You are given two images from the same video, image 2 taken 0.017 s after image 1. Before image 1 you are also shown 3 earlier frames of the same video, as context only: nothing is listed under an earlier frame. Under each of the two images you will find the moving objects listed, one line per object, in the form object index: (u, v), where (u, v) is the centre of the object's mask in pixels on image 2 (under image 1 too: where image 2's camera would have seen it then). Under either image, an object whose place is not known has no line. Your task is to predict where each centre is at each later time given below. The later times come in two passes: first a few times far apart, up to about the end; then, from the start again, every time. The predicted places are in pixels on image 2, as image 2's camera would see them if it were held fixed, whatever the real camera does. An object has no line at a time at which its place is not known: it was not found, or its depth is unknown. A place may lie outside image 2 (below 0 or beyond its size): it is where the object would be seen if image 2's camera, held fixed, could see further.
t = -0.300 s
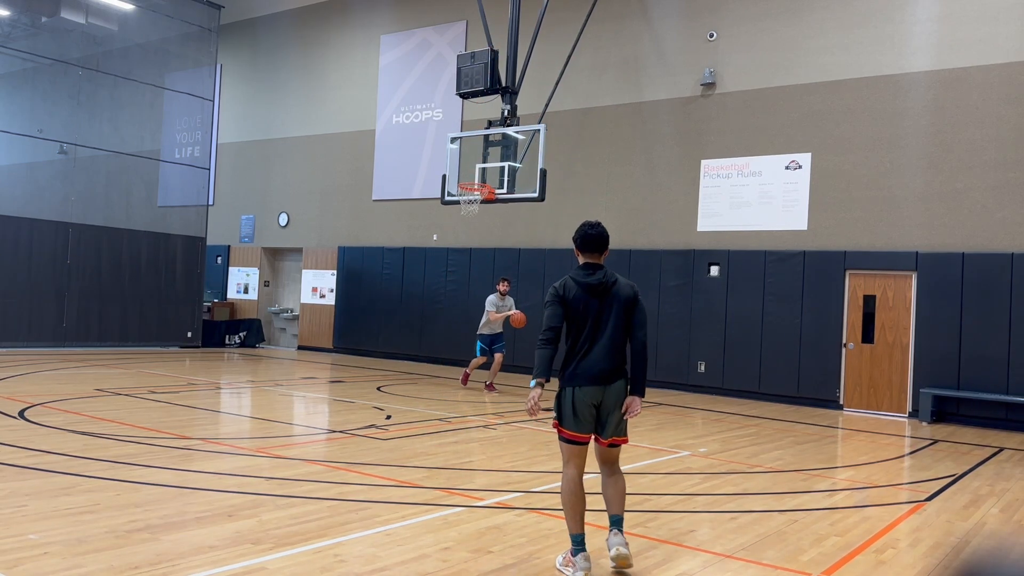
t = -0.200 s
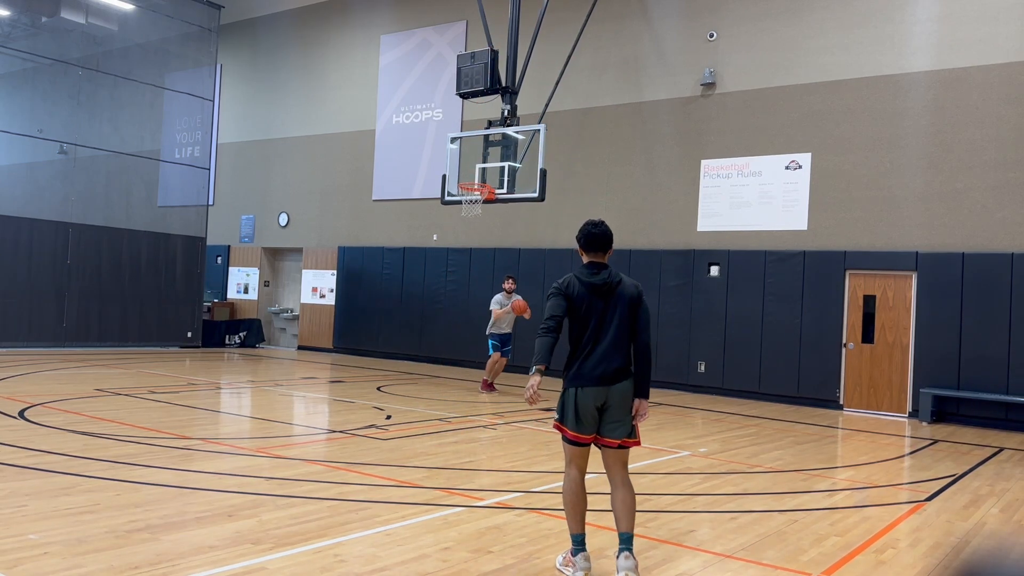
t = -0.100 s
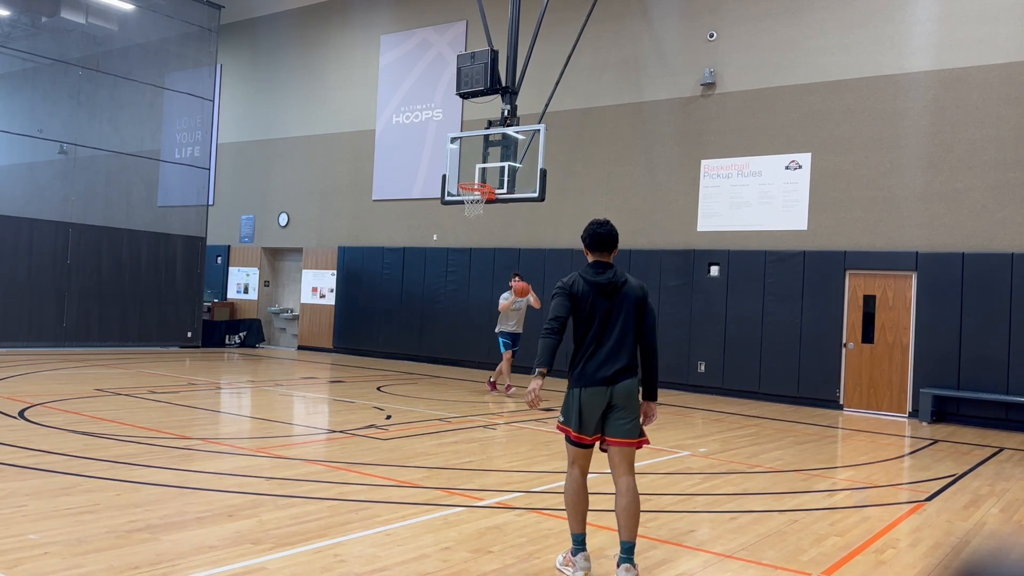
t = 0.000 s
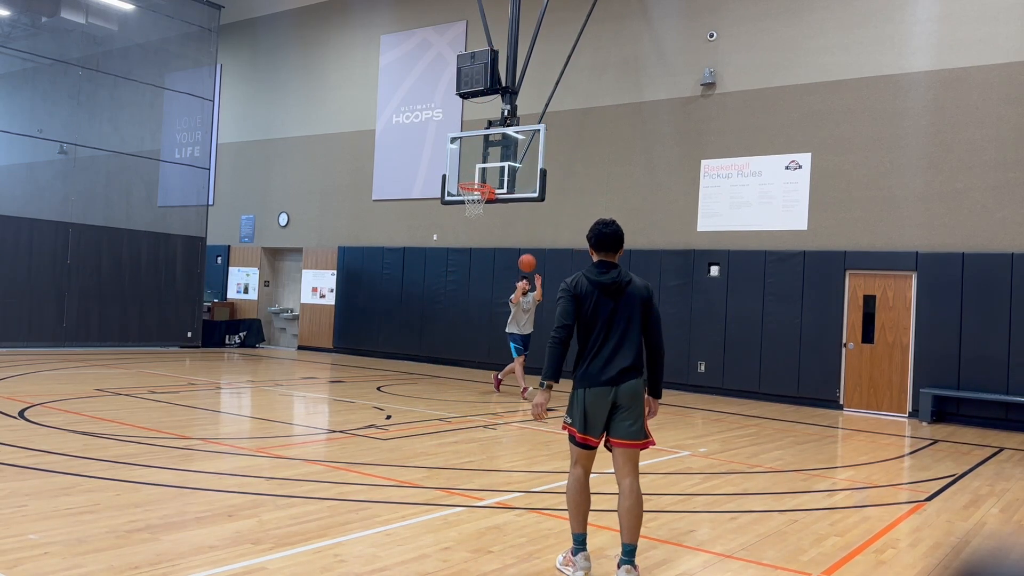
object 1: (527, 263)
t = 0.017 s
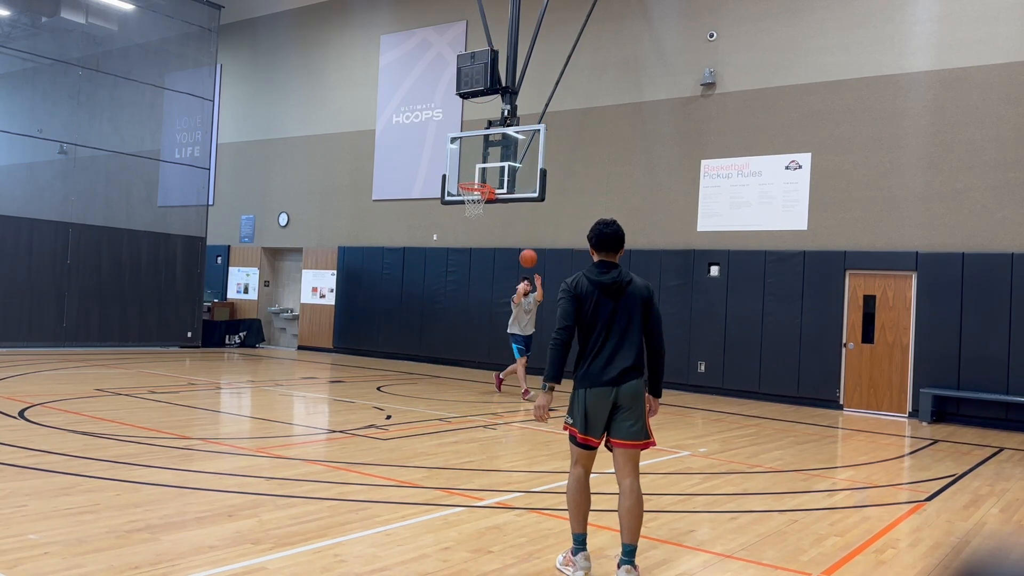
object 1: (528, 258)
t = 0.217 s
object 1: (543, 208)
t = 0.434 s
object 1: (561, 178)
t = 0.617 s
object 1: (580, 185)
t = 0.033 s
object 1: (529, 253)
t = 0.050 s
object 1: (530, 249)
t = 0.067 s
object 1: (532, 244)
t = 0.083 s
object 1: (533, 240)
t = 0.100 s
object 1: (534, 235)
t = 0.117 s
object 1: (535, 231)
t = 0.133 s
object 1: (536, 227)
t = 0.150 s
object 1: (538, 223)
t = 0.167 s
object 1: (539, 219)
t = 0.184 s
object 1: (540, 216)
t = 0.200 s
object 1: (541, 212)
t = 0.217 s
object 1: (543, 208)
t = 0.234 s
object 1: (544, 205)
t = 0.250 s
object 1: (545, 202)
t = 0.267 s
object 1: (546, 199)
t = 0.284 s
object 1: (548, 196)
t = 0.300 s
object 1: (549, 193)
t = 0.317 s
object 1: (551, 191)
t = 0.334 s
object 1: (552, 188)
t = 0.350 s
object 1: (553, 186)
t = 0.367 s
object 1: (555, 184)
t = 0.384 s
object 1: (556, 182)
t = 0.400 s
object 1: (558, 181)
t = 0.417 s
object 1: (559, 180)
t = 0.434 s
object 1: (561, 178)
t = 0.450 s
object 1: (562, 178)
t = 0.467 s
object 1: (564, 177)
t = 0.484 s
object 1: (566, 177)
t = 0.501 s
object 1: (567, 177)
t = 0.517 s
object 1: (569, 177)
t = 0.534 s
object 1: (571, 177)
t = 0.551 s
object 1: (573, 178)
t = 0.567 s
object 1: (574, 179)
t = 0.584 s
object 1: (576, 181)
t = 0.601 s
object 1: (578, 183)
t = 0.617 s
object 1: (580, 185)
